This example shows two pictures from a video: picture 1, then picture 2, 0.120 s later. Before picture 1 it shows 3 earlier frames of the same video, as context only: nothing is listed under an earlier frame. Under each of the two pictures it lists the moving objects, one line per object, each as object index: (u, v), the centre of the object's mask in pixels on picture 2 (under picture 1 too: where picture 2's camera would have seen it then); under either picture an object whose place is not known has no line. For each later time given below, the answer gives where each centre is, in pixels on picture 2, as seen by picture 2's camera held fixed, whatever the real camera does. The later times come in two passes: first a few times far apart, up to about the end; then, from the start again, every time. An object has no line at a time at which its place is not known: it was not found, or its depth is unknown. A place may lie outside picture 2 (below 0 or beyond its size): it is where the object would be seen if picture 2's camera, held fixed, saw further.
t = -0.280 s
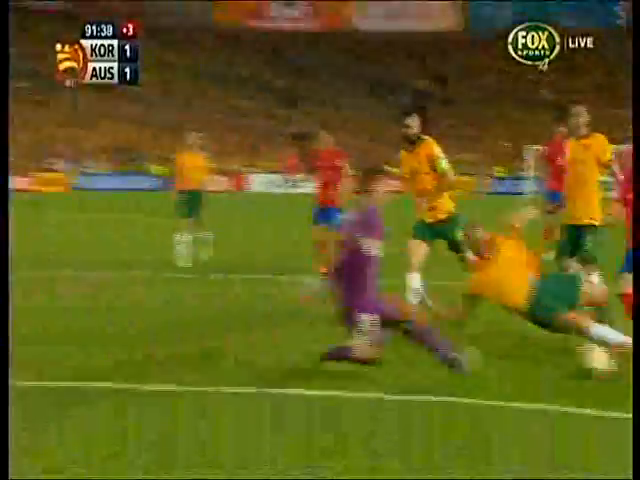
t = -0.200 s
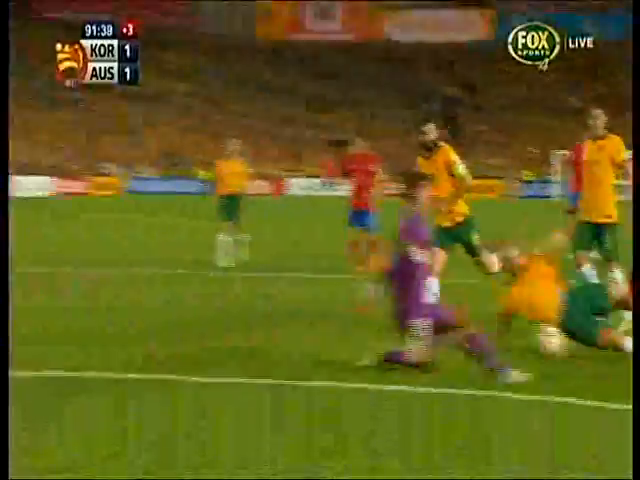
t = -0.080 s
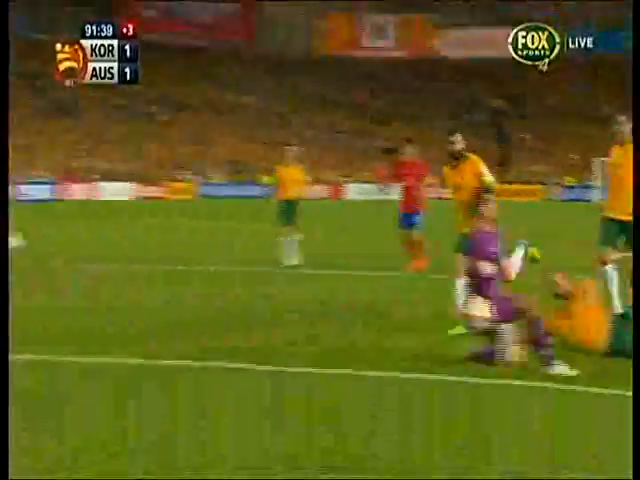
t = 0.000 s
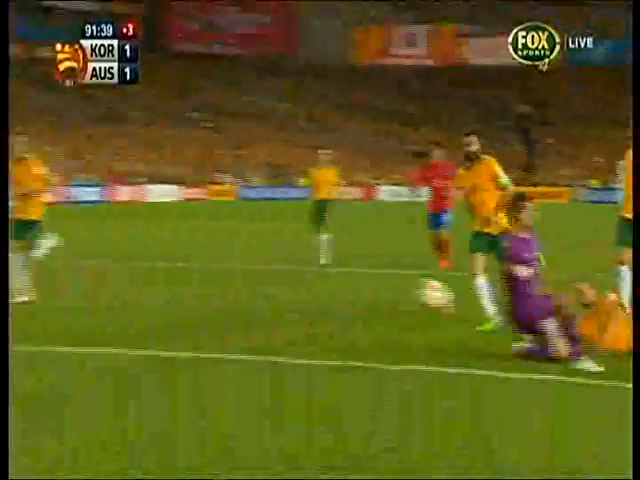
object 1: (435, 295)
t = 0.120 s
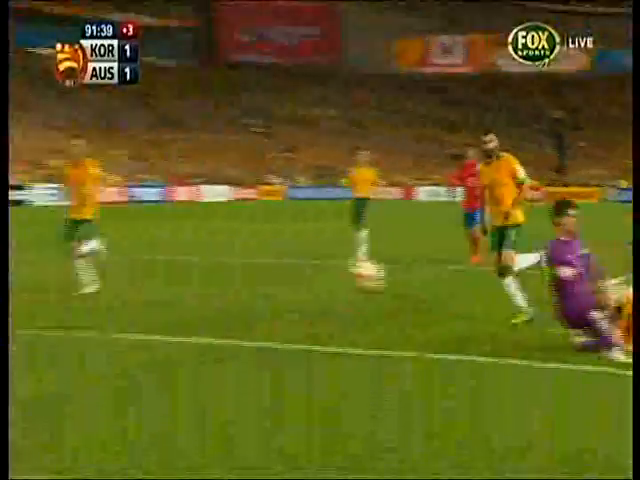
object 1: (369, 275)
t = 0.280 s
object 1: (259, 246)
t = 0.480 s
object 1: (132, 227)
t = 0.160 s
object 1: (335, 264)
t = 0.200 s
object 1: (310, 256)
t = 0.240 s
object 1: (285, 251)
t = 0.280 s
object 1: (259, 246)
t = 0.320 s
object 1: (233, 243)
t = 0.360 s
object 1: (213, 240)
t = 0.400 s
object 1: (178, 234)
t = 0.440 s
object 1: (155, 228)
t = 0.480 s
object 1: (132, 227)
